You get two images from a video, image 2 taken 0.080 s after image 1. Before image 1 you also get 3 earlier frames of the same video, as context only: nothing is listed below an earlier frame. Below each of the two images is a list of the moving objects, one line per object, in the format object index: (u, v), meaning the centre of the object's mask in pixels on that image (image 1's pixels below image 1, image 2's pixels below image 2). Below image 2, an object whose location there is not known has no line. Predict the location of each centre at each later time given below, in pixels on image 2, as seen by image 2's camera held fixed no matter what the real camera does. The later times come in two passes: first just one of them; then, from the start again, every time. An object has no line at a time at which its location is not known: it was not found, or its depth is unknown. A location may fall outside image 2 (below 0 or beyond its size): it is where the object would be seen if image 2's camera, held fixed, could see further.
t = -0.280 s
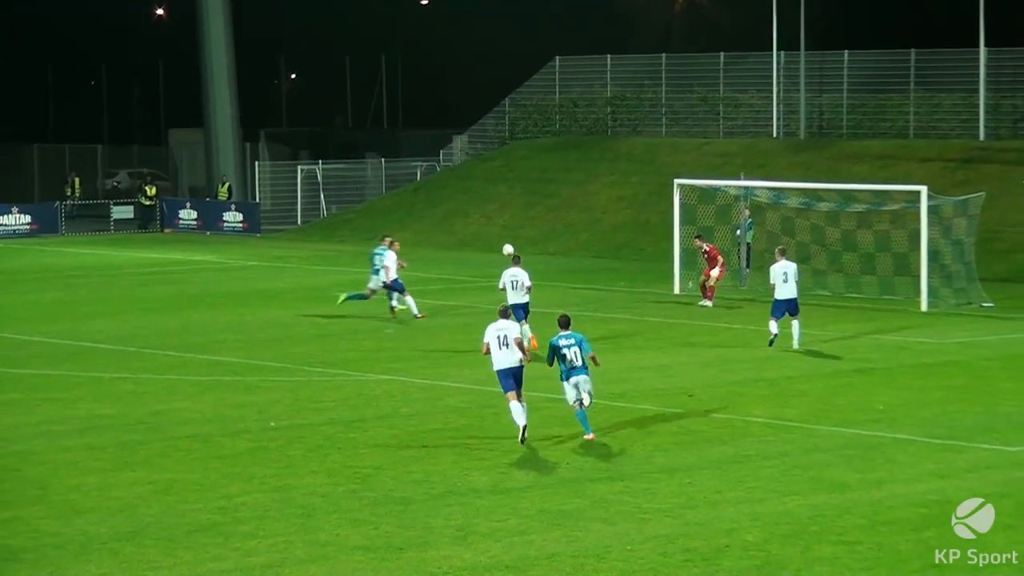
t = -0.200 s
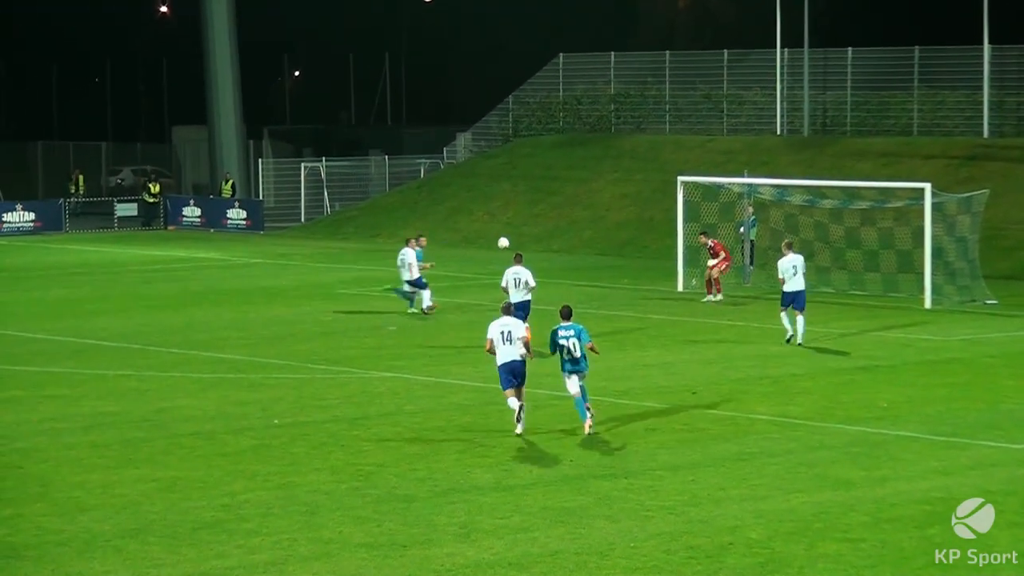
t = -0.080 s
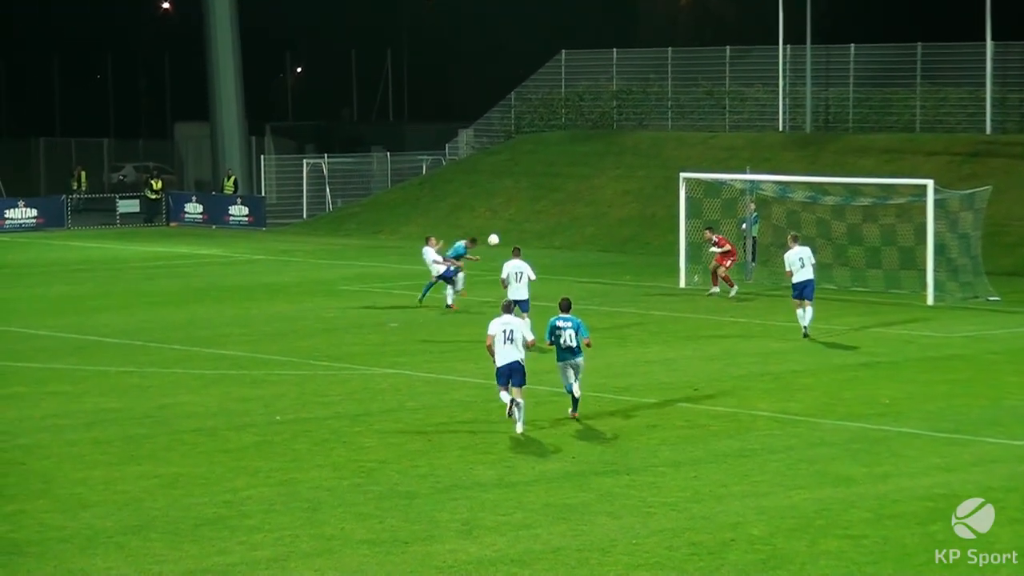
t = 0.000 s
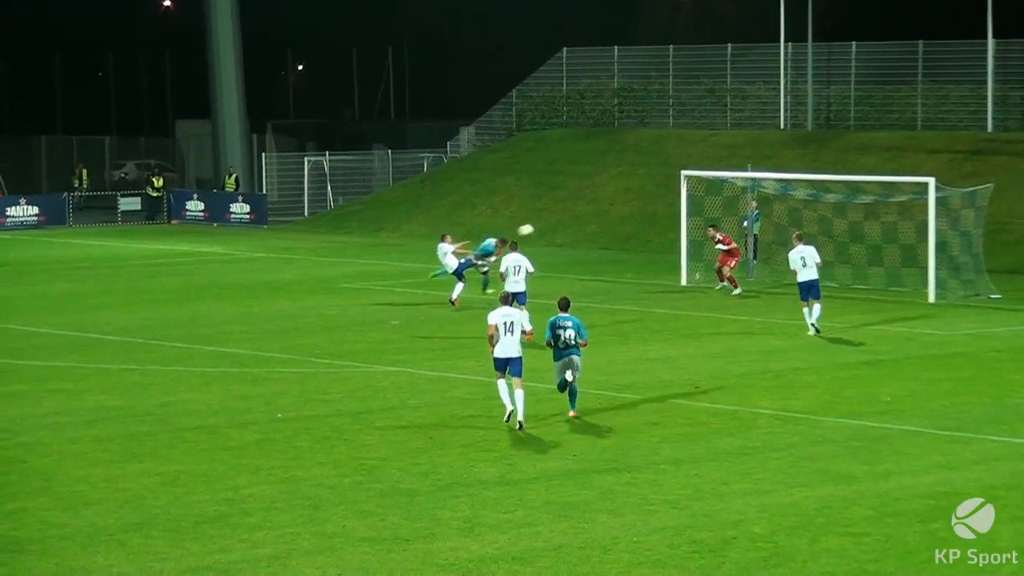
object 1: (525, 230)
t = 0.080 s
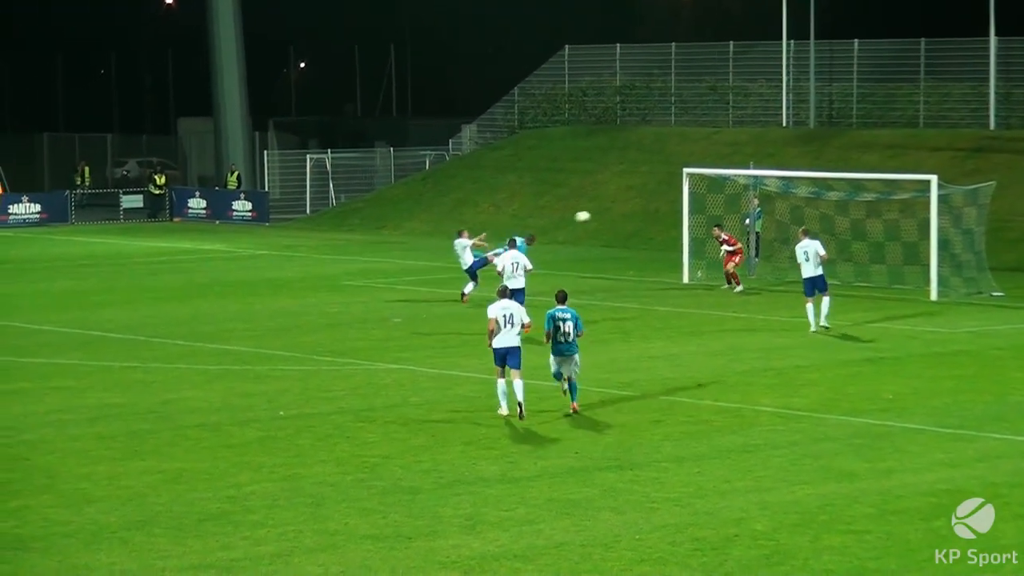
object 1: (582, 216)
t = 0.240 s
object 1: (684, 205)
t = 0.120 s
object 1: (608, 212)
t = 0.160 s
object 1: (634, 209)
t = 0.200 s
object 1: (659, 207)
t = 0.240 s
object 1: (684, 205)
